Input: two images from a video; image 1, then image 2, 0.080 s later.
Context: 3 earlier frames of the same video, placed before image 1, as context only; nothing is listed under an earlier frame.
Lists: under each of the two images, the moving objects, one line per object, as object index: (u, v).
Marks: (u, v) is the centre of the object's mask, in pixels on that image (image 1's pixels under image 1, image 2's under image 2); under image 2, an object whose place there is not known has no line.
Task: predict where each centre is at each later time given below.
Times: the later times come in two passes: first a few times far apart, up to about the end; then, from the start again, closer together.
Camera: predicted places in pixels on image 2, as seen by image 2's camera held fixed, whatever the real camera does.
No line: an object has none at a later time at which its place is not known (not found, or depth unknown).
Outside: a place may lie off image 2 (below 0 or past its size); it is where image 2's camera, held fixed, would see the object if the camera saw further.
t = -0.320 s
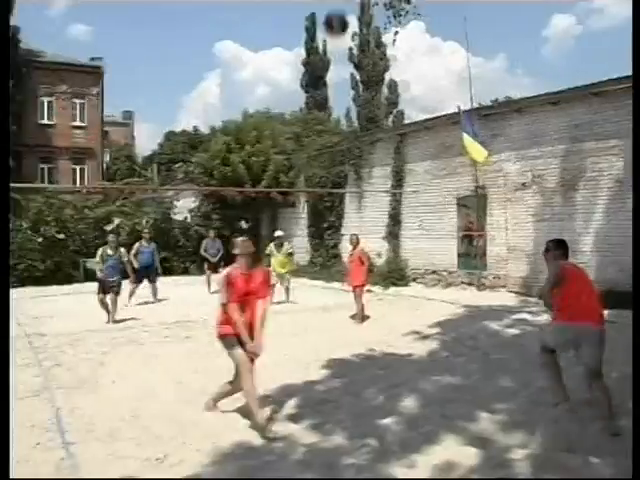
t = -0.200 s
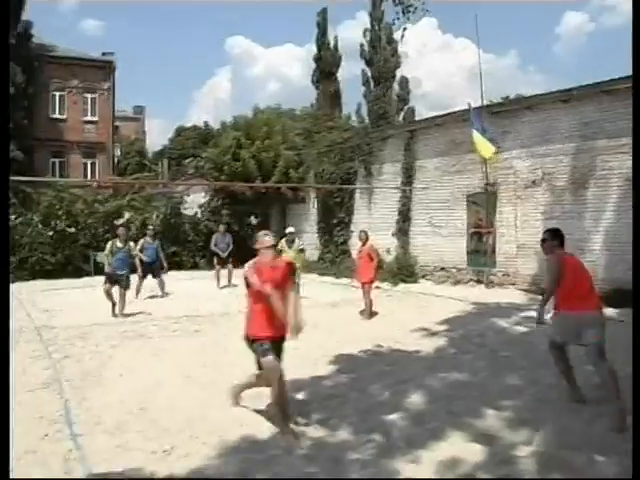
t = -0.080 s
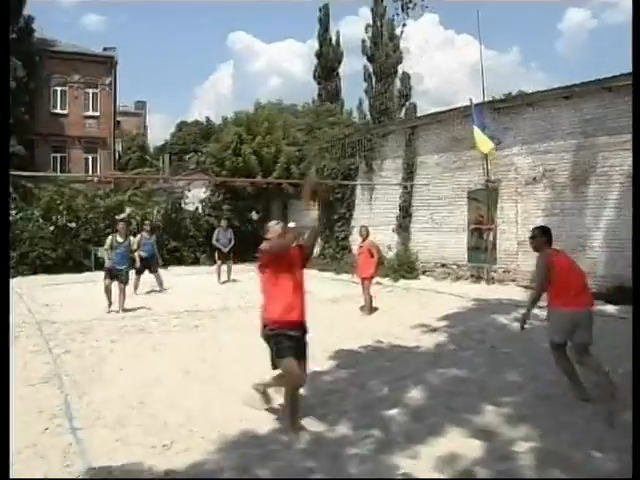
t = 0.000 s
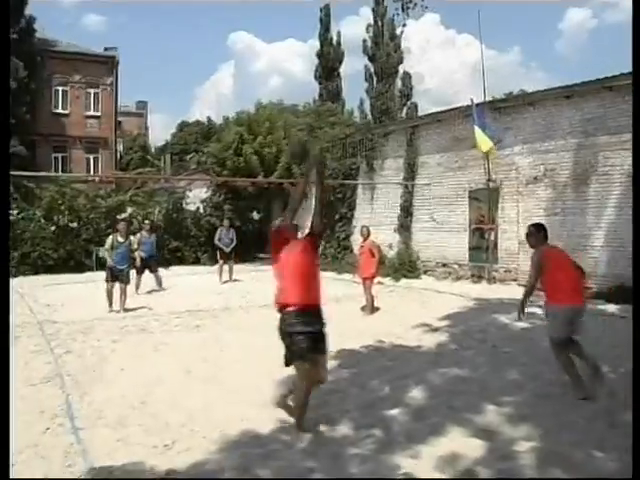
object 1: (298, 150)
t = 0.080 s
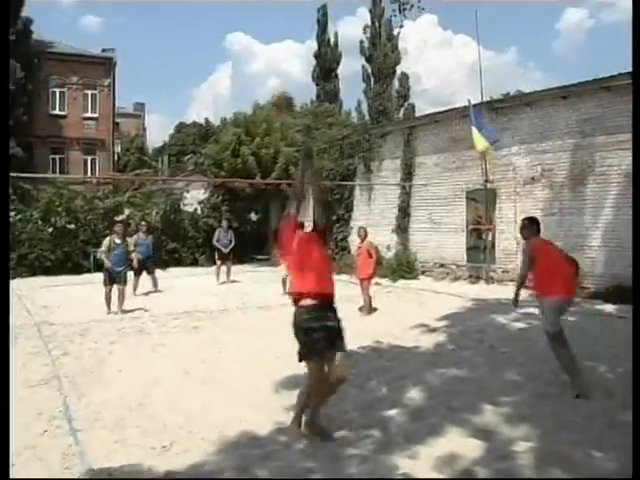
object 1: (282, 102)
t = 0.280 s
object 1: (257, 43)
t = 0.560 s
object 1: (235, 39)
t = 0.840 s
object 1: (228, 85)
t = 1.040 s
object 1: (223, 134)
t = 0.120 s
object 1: (276, 86)
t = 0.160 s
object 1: (270, 70)
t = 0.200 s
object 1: (265, 58)
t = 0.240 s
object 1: (260, 49)
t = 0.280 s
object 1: (257, 43)
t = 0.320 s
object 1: (252, 37)
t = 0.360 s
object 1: (249, 34)
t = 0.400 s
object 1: (246, 33)
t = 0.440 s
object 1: (243, 32)
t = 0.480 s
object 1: (240, 33)
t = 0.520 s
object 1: (237, 35)
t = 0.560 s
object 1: (235, 39)
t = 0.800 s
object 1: (230, 75)
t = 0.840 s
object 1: (228, 85)
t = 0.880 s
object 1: (227, 94)
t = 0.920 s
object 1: (226, 104)
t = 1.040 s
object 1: (223, 134)
